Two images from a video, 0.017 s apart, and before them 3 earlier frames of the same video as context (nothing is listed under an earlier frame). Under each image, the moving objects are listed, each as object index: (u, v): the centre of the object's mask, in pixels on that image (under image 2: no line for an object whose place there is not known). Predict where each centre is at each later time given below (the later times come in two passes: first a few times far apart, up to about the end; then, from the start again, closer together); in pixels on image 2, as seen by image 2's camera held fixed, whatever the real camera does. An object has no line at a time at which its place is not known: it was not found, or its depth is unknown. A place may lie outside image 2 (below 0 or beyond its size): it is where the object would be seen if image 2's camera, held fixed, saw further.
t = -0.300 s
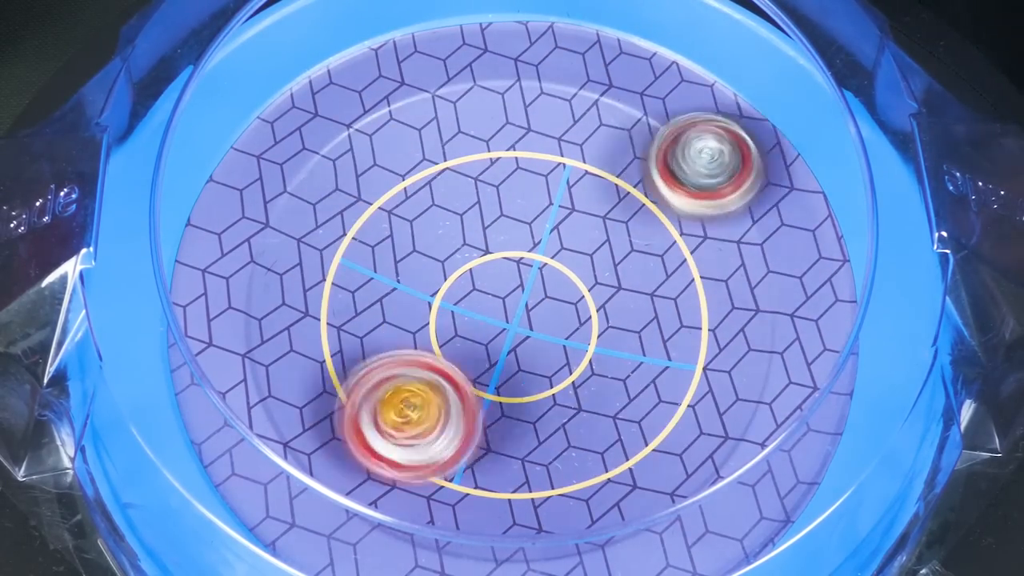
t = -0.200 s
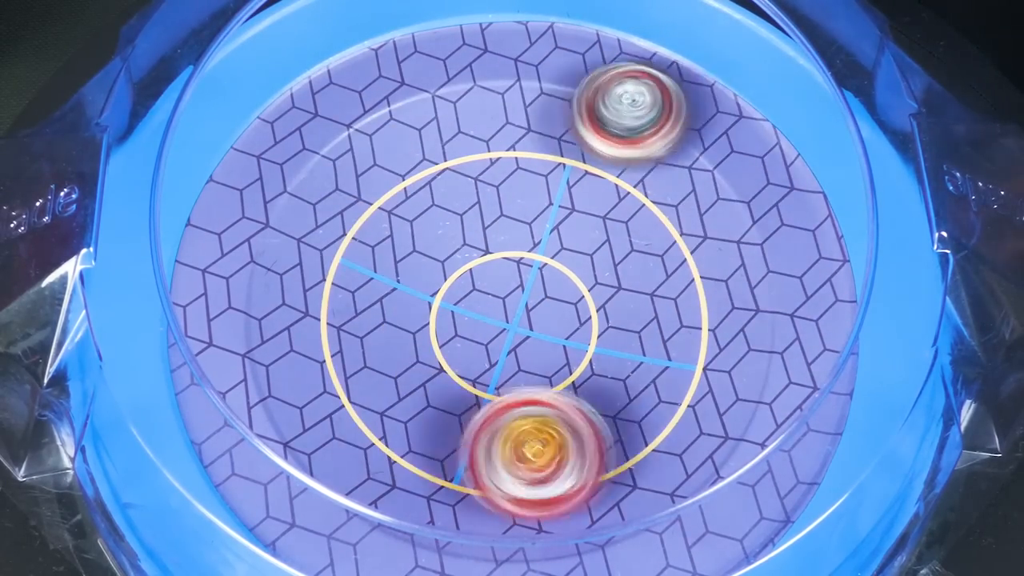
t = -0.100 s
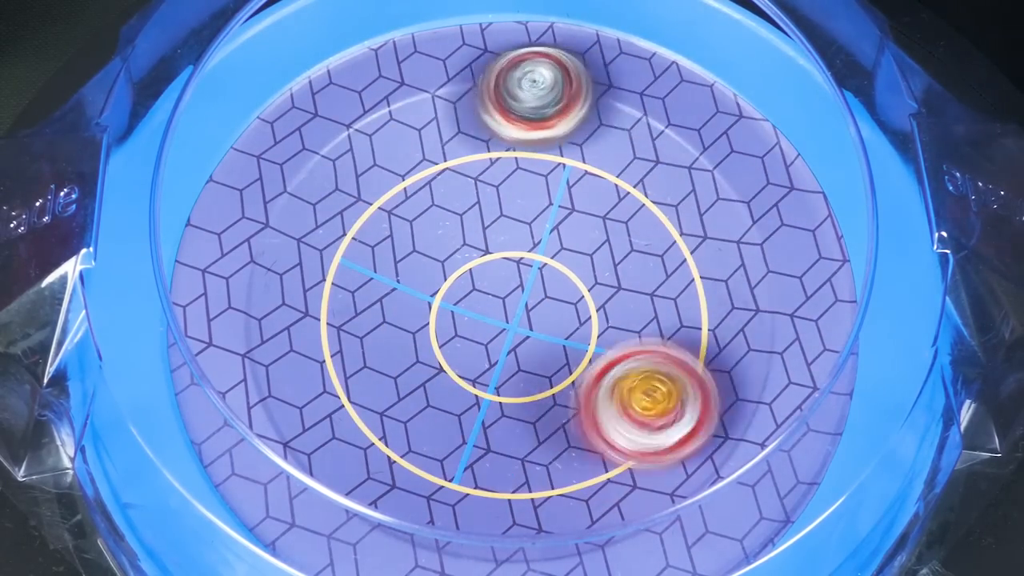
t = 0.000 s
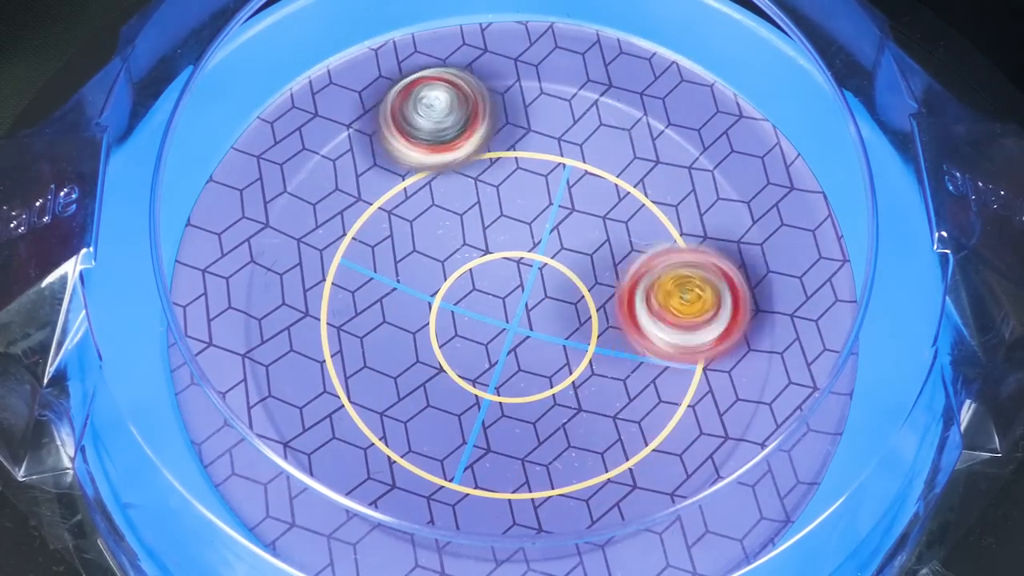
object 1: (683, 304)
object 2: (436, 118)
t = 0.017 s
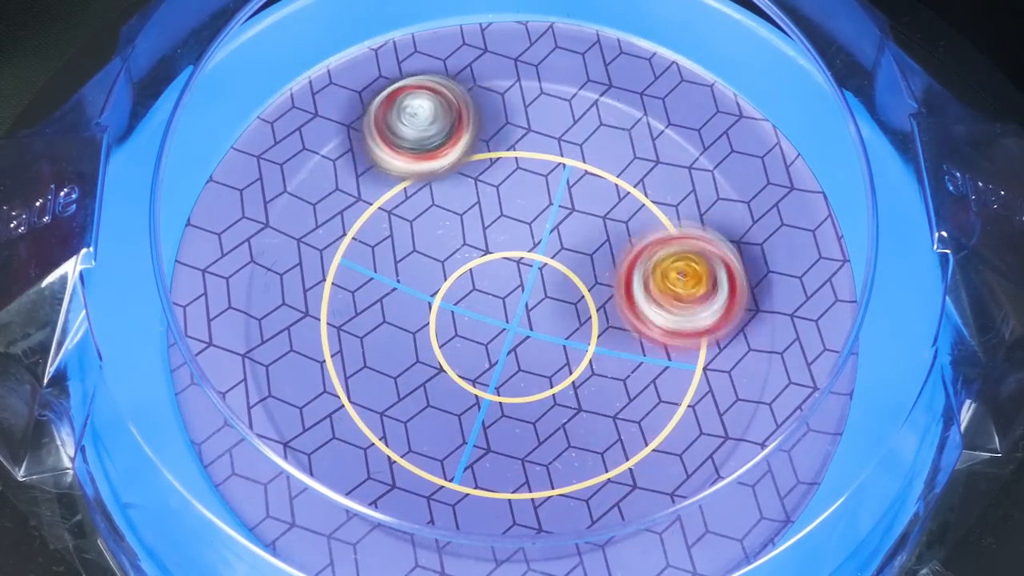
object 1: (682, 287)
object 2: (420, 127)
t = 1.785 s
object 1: (534, 161)
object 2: (666, 91)
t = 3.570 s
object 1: (404, 356)
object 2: (419, 178)
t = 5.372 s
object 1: (627, 284)
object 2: (618, 414)
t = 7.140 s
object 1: (438, 321)
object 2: (569, 316)
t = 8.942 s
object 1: (659, 271)
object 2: (557, 340)
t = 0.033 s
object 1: (677, 271)
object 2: (405, 136)
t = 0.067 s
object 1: (662, 239)
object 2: (378, 158)
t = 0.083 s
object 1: (649, 226)
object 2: (365, 171)
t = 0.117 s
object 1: (625, 202)
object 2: (344, 200)
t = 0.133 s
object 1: (610, 191)
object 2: (334, 215)
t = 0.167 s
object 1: (577, 175)
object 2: (320, 249)
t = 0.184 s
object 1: (560, 169)
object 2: (315, 267)
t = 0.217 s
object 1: (522, 162)
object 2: (311, 305)
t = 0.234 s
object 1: (504, 160)
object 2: (311, 324)
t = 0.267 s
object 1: (468, 165)
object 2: (319, 362)
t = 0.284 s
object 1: (451, 170)
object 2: (325, 380)
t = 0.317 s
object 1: (419, 185)
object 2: (345, 415)
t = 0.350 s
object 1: (390, 207)
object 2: (372, 445)
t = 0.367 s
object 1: (380, 221)
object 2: (388, 457)
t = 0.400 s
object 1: (366, 248)
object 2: (425, 476)
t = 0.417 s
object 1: (360, 266)
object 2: (445, 483)
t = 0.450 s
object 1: (358, 298)
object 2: (485, 492)
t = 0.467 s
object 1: (360, 314)
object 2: (506, 494)
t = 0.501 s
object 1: (370, 345)
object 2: (547, 505)
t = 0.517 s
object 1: (379, 358)
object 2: (566, 492)
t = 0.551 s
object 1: (403, 384)
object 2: (605, 484)
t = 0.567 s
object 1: (418, 396)
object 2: (623, 478)
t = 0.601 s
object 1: (452, 411)
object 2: (656, 463)
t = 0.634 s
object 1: (488, 418)
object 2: (686, 442)
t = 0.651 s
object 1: (510, 418)
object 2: (700, 431)
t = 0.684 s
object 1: (545, 411)
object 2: (721, 403)
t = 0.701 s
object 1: (563, 404)
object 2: (729, 389)
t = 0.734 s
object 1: (591, 385)
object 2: (739, 356)
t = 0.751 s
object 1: (604, 373)
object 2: (741, 341)
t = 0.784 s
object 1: (614, 347)
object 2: (750, 308)
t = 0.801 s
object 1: (615, 332)
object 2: (758, 291)
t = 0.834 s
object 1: (615, 300)
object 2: (767, 254)
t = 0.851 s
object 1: (614, 283)
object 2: (767, 236)
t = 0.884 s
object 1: (604, 254)
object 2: (764, 202)
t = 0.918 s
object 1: (588, 228)
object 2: (757, 172)
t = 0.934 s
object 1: (578, 217)
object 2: (753, 160)
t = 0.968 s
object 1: (553, 198)
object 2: (747, 138)
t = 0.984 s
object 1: (540, 192)
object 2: (743, 128)
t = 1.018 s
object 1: (512, 181)
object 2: (736, 112)
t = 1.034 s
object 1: (496, 179)
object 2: (732, 105)
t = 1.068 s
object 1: (468, 179)
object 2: (723, 95)
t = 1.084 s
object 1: (454, 183)
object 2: (719, 90)
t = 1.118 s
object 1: (427, 194)
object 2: (712, 82)
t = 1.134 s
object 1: (417, 203)
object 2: (708, 79)
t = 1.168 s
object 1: (397, 222)
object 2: (701, 74)
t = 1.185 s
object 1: (391, 235)
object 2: (698, 72)
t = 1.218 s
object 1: (383, 261)
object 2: (692, 69)
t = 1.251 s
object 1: (383, 290)
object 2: (687, 68)
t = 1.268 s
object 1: (387, 304)
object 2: (684, 67)
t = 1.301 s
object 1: (400, 331)
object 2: (680, 66)
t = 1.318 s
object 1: (411, 344)
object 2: (678, 66)
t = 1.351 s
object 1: (439, 365)
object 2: (675, 66)
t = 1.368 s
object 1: (455, 374)
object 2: (673, 66)
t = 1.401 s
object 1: (491, 382)
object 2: (671, 67)
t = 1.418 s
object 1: (510, 383)
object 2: (669, 67)
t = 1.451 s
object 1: (544, 376)
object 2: (666, 69)
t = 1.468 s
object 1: (560, 370)
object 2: (665, 70)
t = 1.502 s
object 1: (584, 352)
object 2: (663, 72)
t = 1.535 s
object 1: (605, 329)
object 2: (663, 75)
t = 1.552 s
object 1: (610, 316)
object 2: (662, 76)
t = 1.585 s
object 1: (619, 290)
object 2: (662, 79)
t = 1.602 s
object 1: (620, 276)
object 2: (662, 80)
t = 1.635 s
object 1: (617, 249)
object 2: (663, 83)
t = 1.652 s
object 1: (615, 236)
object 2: (663, 84)
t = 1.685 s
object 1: (601, 211)
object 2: (664, 86)
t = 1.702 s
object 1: (594, 199)
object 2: (664, 87)
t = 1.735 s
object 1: (573, 180)
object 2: (665, 89)
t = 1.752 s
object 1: (560, 172)
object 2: (665, 90)
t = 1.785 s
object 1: (534, 161)
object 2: (666, 91)
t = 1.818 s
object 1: (502, 157)
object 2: (667, 92)
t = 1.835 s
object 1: (487, 158)
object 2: (667, 93)
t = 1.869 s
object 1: (459, 171)
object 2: (668, 93)
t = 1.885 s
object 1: (447, 179)
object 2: (668, 94)
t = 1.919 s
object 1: (427, 203)
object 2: (668, 95)
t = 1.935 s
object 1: (417, 215)
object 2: (667, 95)
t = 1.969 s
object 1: (408, 246)
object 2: (667, 97)
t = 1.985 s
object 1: (405, 262)
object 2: (666, 97)
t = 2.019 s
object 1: (409, 293)
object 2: (665, 99)
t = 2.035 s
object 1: (413, 309)
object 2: (664, 99)
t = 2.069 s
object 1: (430, 337)
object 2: (662, 101)
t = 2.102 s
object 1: (454, 361)
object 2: (658, 102)
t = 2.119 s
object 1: (467, 369)
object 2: (655, 103)
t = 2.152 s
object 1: (498, 383)
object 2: (642, 108)
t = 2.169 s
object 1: (514, 385)
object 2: (633, 112)
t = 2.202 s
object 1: (545, 385)
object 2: (616, 121)
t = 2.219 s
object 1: (560, 382)
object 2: (606, 125)
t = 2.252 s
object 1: (588, 371)
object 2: (584, 136)
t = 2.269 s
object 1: (600, 365)
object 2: (573, 143)
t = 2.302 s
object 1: (621, 346)
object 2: (550, 157)
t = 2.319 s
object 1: (631, 335)
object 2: (538, 165)
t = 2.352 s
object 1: (642, 312)
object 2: (515, 180)
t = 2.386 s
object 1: (650, 287)
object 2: (493, 198)
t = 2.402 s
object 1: (651, 274)
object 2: (481, 207)
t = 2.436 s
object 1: (643, 248)
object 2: (461, 227)
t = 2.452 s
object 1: (637, 235)
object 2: (451, 237)
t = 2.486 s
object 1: (620, 213)
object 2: (435, 260)
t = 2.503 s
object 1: (608, 204)
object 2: (428, 274)
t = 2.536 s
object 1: (580, 191)
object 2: (418, 300)
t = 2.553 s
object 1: (565, 186)
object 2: (416, 313)
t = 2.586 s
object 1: (532, 185)
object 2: (417, 341)
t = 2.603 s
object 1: (515, 186)
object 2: (420, 354)
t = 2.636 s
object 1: (484, 195)
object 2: (432, 380)
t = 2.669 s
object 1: (455, 213)
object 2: (449, 403)
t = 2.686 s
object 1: (444, 224)
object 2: (459, 413)
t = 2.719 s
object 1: (427, 247)
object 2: (484, 430)
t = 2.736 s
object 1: (420, 262)
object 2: (497, 436)
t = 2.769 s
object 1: (414, 287)
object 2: (524, 443)
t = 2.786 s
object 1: (414, 301)
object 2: (538, 446)
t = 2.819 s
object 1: (417, 329)
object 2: (566, 445)
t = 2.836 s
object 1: (423, 340)
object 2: (579, 443)
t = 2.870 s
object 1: (438, 365)
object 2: (603, 434)
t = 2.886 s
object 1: (448, 375)
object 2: (614, 428)
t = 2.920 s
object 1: (471, 391)
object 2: (635, 413)
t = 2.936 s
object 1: (485, 398)
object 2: (643, 405)
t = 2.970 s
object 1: (515, 406)
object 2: (656, 385)
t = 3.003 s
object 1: (526, 408)
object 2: (683, 360)
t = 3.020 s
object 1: (529, 407)
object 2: (698, 345)
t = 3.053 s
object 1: (542, 401)
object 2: (719, 315)
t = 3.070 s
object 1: (549, 396)
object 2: (725, 299)
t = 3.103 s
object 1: (563, 381)
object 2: (731, 268)
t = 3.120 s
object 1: (567, 372)
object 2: (731, 252)
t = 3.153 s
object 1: (572, 352)
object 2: (724, 223)
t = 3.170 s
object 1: (570, 341)
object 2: (719, 209)
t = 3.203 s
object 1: (563, 316)
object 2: (702, 184)
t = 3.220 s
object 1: (557, 304)
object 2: (694, 173)
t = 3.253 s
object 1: (536, 286)
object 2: (672, 154)
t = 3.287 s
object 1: (512, 271)
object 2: (646, 138)
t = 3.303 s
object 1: (498, 266)
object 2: (635, 132)
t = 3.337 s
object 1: (472, 262)
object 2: (607, 123)
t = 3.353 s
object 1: (458, 261)
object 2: (592, 121)
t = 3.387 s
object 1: (434, 267)
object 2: (562, 117)
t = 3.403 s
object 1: (423, 273)
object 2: (548, 117)
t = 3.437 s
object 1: (405, 285)
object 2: (517, 121)
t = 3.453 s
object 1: (399, 293)
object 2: (503, 124)
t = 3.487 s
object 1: (389, 311)
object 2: (476, 134)
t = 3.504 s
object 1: (387, 320)
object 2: (463, 141)
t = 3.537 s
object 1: (391, 339)
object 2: (440, 158)
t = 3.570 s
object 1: (404, 356)
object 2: (419, 178)
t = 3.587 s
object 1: (413, 362)
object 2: (411, 188)
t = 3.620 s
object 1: (435, 372)
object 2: (395, 213)
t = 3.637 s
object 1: (450, 374)
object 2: (389, 226)
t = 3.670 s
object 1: (481, 372)
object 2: (379, 253)
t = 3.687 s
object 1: (495, 367)
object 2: (376, 267)
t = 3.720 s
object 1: (520, 353)
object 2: (375, 297)
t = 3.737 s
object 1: (529, 344)
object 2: (376, 311)
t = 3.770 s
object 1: (545, 322)
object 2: (383, 338)
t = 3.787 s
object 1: (551, 309)
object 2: (388, 349)
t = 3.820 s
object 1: (556, 284)
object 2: (402, 374)
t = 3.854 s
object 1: (554, 259)
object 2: (421, 394)
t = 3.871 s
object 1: (550, 246)
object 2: (431, 404)
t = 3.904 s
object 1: (541, 225)
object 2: (455, 416)
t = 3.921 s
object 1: (534, 216)
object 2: (468, 422)
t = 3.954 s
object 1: (517, 199)
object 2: (496, 429)
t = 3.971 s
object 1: (509, 191)
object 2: (509, 430)
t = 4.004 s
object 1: (490, 179)
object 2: (535, 430)
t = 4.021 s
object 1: (479, 174)
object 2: (549, 428)
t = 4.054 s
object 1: (459, 170)
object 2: (573, 419)
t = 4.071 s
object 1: (449, 171)
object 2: (585, 415)
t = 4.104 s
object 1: (432, 177)
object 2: (606, 400)
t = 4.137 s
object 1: (417, 188)
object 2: (624, 384)
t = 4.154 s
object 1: (411, 196)
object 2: (631, 376)
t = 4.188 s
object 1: (404, 215)
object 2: (642, 354)
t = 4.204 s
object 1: (404, 226)
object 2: (646, 344)
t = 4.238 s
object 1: (409, 252)
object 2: (652, 322)
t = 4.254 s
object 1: (415, 263)
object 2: (652, 311)
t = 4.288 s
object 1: (429, 287)
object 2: (650, 288)
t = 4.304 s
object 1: (438, 299)
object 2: (647, 277)
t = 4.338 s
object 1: (462, 317)
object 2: (640, 256)
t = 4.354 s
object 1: (478, 324)
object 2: (634, 246)
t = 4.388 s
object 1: (506, 329)
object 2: (619, 229)
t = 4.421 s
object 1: (535, 328)
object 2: (603, 211)
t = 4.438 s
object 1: (549, 324)
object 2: (594, 204)
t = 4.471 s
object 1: (573, 314)
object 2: (573, 191)
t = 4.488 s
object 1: (583, 309)
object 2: (561, 187)
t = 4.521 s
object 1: (601, 293)
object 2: (537, 180)
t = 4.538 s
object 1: (608, 284)
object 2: (525, 178)
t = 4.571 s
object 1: (618, 264)
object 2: (501, 177)
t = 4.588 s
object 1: (620, 254)
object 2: (490, 179)
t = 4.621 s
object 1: (623, 234)
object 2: (465, 184)
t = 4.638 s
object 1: (623, 224)
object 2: (455, 187)
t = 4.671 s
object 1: (620, 205)
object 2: (436, 200)
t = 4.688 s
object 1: (615, 197)
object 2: (426, 206)
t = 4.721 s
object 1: (603, 184)
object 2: (409, 220)
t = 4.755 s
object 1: (586, 177)
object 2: (397, 237)
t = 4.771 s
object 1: (577, 176)
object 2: (391, 248)
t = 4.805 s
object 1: (556, 177)
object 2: (385, 268)
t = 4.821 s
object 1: (545, 180)
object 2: (383, 279)
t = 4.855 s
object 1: (522, 190)
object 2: (381, 299)
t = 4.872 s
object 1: (512, 198)
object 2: (382, 311)
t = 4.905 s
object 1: (493, 218)
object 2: (389, 332)
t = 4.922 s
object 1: (484, 229)
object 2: (393, 340)
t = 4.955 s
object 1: (473, 253)
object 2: (404, 361)
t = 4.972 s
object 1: (473, 265)
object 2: (407, 375)
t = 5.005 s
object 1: (475, 287)
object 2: (418, 399)
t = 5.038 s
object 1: (483, 303)
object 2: (430, 424)
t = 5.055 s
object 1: (489, 312)
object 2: (439, 435)
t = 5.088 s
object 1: (504, 329)
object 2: (458, 453)
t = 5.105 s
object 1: (514, 337)
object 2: (468, 460)
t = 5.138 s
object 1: (534, 347)
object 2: (492, 470)
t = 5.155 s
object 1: (544, 350)
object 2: (503, 473)
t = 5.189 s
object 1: (566, 352)
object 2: (526, 476)
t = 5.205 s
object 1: (578, 351)
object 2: (537, 475)
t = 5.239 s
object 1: (598, 343)
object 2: (558, 471)
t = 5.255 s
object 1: (606, 338)
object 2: (568, 467)
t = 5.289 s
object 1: (620, 325)
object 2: (586, 456)
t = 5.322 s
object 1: (628, 309)
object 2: (602, 442)
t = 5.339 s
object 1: (629, 300)
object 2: (608, 433)
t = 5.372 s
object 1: (627, 284)
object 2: (618, 414)
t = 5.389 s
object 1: (623, 277)
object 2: (622, 404)
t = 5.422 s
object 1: (610, 260)
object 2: (629, 386)
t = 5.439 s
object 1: (602, 250)
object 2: (630, 378)
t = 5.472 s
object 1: (579, 236)
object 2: (627, 360)
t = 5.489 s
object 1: (568, 231)
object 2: (627, 350)
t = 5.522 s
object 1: (544, 226)
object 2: (623, 330)
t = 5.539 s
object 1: (529, 225)
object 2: (620, 319)
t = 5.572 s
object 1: (504, 227)
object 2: (611, 298)
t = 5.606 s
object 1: (481, 231)
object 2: (599, 281)
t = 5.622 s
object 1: (469, 233)
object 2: (590, 274)
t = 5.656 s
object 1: (441, 238)
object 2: (576, 262)
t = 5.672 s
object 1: (428, 241)
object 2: (568, 256)
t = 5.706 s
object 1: (403, 250)
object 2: (548, 246)
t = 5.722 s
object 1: (392, 255)
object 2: (537, 242)
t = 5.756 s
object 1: (374, 267)
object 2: (514, 236)
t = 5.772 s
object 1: (367, 273)
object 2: (503, 233)
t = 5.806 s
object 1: (352, 285)
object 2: (479, 229)
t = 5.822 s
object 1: (348, 293)
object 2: (468, 228)
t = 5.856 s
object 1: (339, 308)
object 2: (446, 227)
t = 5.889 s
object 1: (334, 323)
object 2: (427, 231)
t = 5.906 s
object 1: (333, 331)
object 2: (419, 233)
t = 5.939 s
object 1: (338, 347)
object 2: (404, 241)
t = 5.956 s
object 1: (344, 353)
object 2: (398, 244)
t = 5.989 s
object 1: (359, 365)
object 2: (389, 253)
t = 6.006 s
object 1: (369, 372)
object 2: (385, 257)
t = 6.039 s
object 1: (389, 385)
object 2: (381, 266)
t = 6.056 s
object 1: (400, 391)
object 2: (380, 270)
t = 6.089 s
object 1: (425, 398)
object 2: (382, 281)
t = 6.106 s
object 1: (435, 399)
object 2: (383, 285)
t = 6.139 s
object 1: (466, 397)
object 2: (387, 295)
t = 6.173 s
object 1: (495, 390)
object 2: (396, 304)
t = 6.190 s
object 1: (506, 383)
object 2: (401, 308)
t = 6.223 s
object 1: (529, 371)
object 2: (412, 316)
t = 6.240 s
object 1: (541, 363)
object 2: (419, 320)
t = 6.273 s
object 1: (559, 343)
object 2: (434, 326)
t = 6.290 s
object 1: (566, 335)
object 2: (442, 327)
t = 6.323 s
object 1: (579, 313)
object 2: (457, 330)
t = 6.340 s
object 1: (584, 302)
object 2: (461, 330)
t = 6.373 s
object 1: (594, 281)
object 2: (471, 330)
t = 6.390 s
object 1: (595, 269)
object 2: (476, 329)
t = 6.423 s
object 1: (594, 249)
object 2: (487, 325)
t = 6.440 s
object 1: (595, 239)
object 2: (492, 323)
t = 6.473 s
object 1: (593, 218)
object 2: (506, 316)
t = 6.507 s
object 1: (587, 199)
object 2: (517, 308)
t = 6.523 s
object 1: (585, 192)
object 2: (522, 302)
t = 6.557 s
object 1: (577, 174)
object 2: (530, 292)
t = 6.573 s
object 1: (571, 167)
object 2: (533, 287)
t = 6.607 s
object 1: (561, 154)
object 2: (538, 276)
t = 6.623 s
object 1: (553, 147)
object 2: (539, 269)
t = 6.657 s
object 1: (539, 139)
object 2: (540, 257)
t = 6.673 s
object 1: (532, 137)
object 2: (540, 252)
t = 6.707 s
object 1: (516, 130)
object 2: (537, 249)
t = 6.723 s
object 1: (508, 128)
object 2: (537, 251)
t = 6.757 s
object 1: (490, 130)
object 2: (533, 253)
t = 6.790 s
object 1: (475, 140)
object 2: (530, 254)
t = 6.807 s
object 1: (470, 146)
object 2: (529, 255)
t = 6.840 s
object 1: (458, 162)
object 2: (528, 257)
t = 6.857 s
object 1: (451, 169)
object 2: (528, 261)
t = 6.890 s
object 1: (440, 183)
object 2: (532, 273)
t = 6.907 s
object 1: (436, 191)
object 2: (533, 279)
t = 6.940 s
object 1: (429, 210)
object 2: (536, 288)
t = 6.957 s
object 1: (428, 220)
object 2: (537, 290)
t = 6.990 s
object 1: (429, 243)
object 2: (542, 297)
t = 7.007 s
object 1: (432, 253)
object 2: (545, 299)
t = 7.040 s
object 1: (432, 272)
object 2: (552, 304)
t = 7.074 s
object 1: (429, 288)
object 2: (560, 310)
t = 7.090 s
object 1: (429, 296)
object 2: (562, 313)
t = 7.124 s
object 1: (431, 314)
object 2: (566, 315)
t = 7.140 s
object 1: (438, 321)
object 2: (569, 316)
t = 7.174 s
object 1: (448, 334)
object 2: (572, 314)
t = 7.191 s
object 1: (455, 342)
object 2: (574, 313)
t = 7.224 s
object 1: (454, 349)
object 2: (586, 307)
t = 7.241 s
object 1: (447, 354)
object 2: (597, 302)
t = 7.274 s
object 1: (440, 362)
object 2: (616, 293)
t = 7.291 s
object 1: (437, 368)
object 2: (622, 288)
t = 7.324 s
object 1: (434, 376)
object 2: (627, 280)
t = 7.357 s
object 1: (434, 385)
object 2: (626, 270)
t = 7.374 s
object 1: (433, 386)
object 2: (625, 264)
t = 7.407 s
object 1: (439, 390)
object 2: (617, 255)
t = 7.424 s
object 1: (442, 389)
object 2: (611, 251)
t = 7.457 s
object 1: (450, 387)
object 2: (598, 245)
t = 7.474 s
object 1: (454, 382)
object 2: (590, 243)
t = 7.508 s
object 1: (464, 374)
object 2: (573, 239)
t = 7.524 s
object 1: (469, 368)
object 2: (564, 239)
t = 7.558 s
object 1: (477, 357)
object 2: (544, 240)
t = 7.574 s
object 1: (480, 348)
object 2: (535, 241)
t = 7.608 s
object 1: (479, 346)
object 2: (524, 230)
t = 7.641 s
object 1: (476, 341)
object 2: (513, 224)
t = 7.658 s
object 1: (475, 337)
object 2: (506, 224)
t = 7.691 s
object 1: (461, 350)
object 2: (505, 201)
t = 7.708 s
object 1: (454, 358)
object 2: (505, 190)
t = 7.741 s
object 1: (449, 366)
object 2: (505, 172)
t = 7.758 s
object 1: (452, 372)
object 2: (504, 167)
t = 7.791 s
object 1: (449, 381)
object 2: (500, 157)
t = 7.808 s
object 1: (447, 384)
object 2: (497, 155)
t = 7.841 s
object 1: (448, 390)
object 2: (490, 154)
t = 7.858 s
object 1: (451, 393)
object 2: (485, 154)
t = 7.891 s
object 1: (454, 394)
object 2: (476, 157)
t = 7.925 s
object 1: (461, 392)
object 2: (469, 163)
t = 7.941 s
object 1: (467, 390)
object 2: (464, 167)
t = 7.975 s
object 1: (473, 383)
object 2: (460, 177)
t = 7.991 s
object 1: (477, 378)
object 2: (457, 183)
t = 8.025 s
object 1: (484, 368)
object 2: (452, 195)
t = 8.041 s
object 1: (488, 363)
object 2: (451, 203)
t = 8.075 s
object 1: (496, 350)
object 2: (448, 216)
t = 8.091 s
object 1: (498, 343)
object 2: (449, 225)
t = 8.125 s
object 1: (501, 336)
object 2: (447, 235)
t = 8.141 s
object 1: (506, 341)
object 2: (447, 232)
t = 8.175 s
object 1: (516, 346)
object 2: (448, 225)
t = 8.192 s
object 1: (522, 344)
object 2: (448, 225)
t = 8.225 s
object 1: (536, 345)
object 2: (448, 226)
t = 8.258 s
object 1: (546, 341)
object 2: (451, 233)
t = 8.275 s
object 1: (555, 339)
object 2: (450, 237)
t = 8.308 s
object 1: (562, 334)
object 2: (453, 248)
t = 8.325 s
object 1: (565, 328)
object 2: (457, 253)
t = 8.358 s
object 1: (572, 321)
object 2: (460, 264)
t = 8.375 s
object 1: (575, 317)
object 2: (462, 269)
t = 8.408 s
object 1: (583, 312)
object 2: (464, 277)
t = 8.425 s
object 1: (586, 312)
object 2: (464, 280)
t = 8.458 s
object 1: (594, 308)
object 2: (466, 288)
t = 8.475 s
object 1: (599, 304)
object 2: (468, 293)
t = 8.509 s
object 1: (606, 299)
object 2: (474, 303)
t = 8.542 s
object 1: (612, 294)
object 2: (482, 314)
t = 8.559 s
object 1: (615, 291)
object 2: (488, 319)
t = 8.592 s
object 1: (620, 289)
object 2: (494, 326)
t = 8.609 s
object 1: (625, 289)
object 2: (497, 328)
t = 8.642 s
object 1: (640, 285)
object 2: (499, 331)
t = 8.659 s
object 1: (646, 289)
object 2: (500, 334)
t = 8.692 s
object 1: (651, 287)
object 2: (502, 335)
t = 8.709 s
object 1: (654, 283)
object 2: (507, 336)
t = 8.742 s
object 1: (664, 279)
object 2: (514, 338)
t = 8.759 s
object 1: (667, 277)
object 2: (518, 339)
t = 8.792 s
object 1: (675, 275)
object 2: (527, 340)
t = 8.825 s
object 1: (678, 271)
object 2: (535, 341)
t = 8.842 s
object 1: (676, 270)
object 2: (540, 341)
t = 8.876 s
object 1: (675, 269)
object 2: (549, 340)
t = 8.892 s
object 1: (668, 270)
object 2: (553, 339)
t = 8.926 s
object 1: (662, 270)
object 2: (558, 339)
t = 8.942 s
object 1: (659, 271)
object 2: (557, 340)
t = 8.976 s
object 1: (661, 273)
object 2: (549, 337)
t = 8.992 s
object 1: (658, 274)
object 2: (545, 335)
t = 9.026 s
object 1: (663, 276)
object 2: (536, 330)
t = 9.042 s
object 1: (662, 279)
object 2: (532, 327)
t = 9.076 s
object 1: (653, 279)
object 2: (524, 322)
